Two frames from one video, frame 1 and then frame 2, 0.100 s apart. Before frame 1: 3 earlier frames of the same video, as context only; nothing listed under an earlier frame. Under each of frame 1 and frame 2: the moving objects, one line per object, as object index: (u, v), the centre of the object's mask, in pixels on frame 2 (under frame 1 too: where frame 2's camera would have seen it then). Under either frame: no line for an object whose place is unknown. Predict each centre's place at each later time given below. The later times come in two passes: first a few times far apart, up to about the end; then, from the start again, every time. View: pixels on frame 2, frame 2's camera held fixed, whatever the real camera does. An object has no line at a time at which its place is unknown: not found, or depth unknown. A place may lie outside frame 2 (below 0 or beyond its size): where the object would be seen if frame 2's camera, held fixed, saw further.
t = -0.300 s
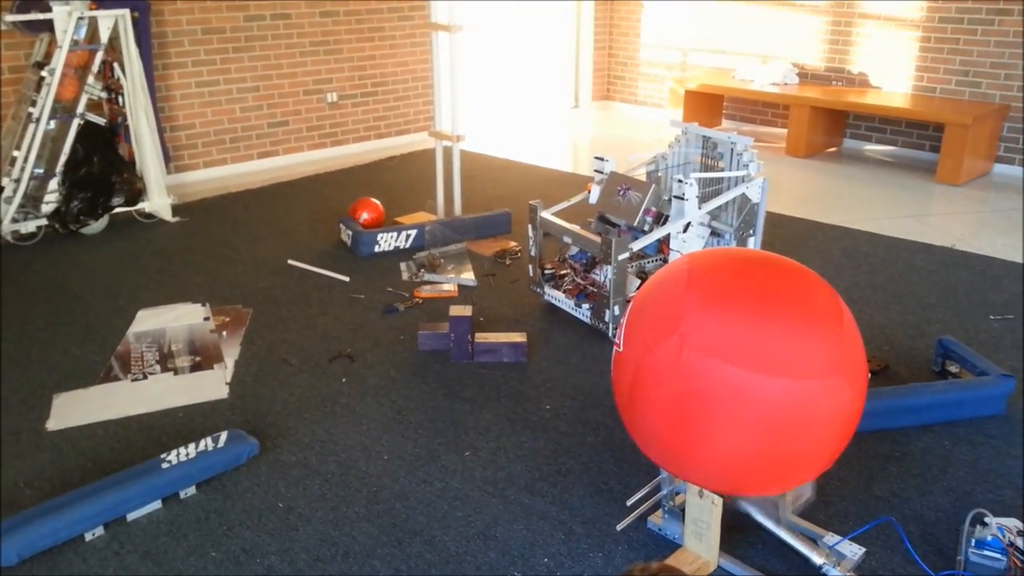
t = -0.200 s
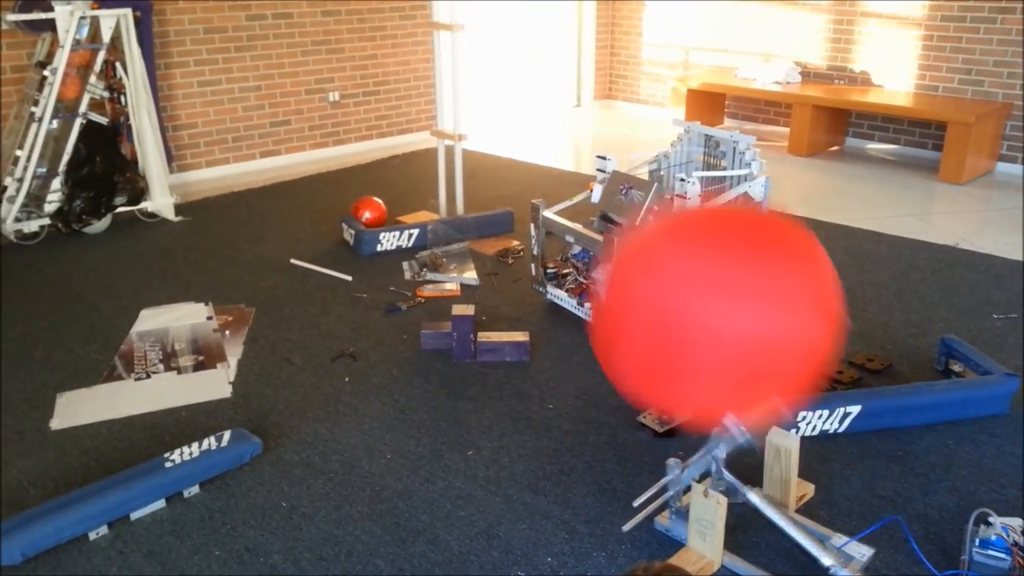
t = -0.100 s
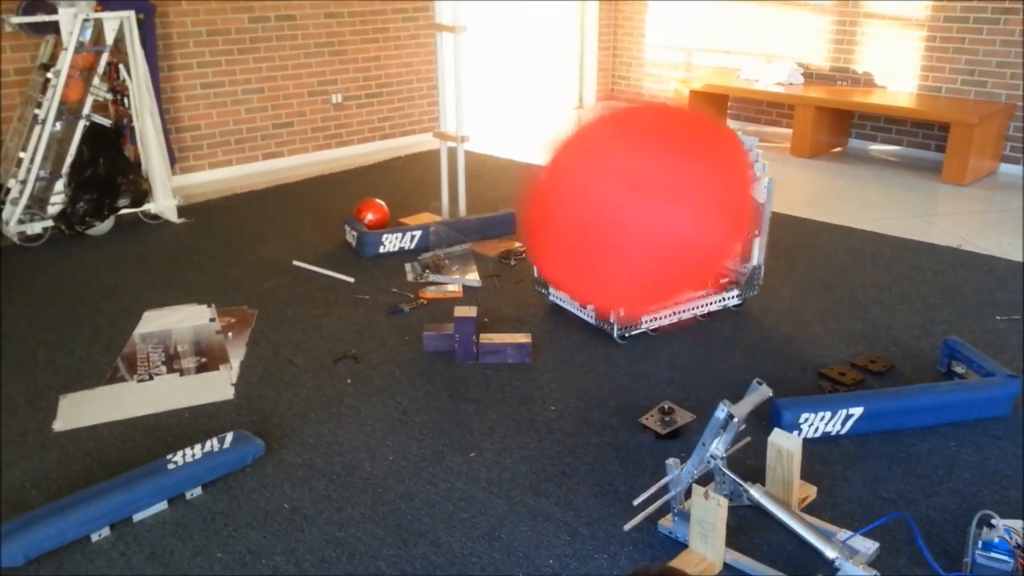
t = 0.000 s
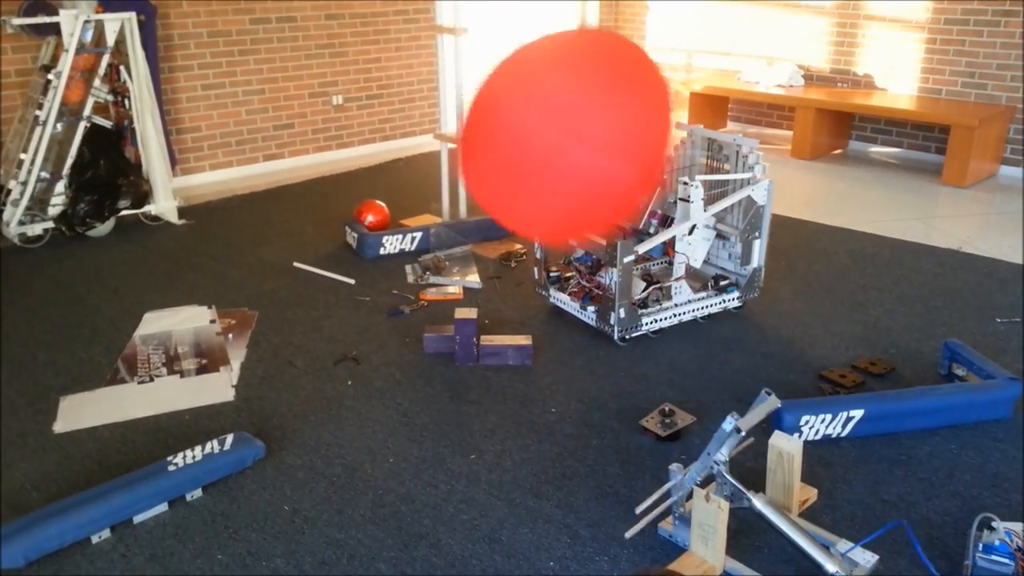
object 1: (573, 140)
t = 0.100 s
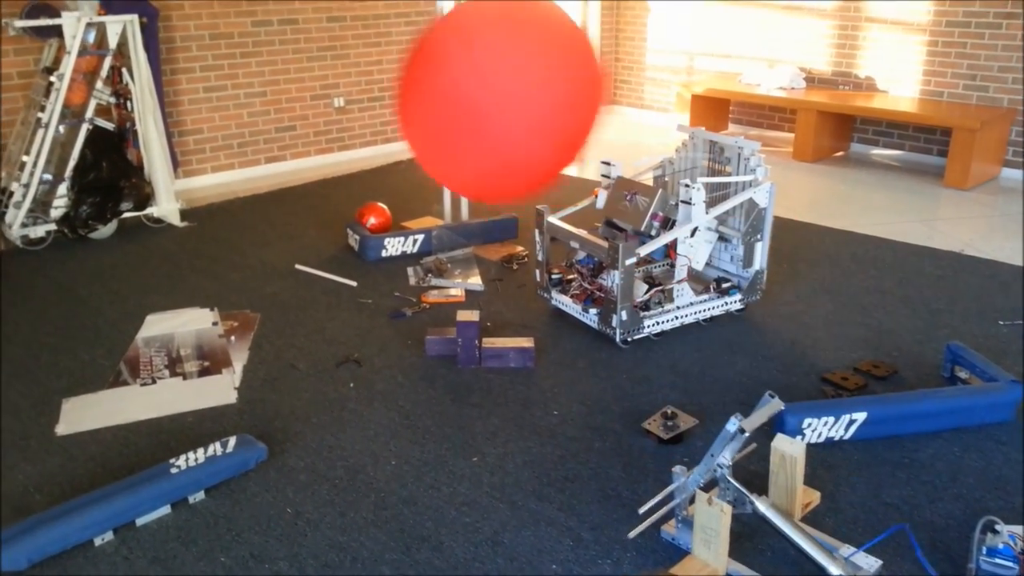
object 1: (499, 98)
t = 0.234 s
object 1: (419, 87)
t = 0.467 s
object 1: (328, 175)
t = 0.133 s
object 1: (477, 92)
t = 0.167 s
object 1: (458, 89)
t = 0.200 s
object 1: (440, 87)
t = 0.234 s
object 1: (419, 87)
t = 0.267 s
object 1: (401, 92)
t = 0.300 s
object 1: (387, 99)
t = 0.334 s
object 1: (373, 110)
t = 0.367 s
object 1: (361, 124)
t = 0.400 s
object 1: (350, 139)
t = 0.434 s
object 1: (339, 155)
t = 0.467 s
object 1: (328, 175)
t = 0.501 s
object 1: (318, 193)
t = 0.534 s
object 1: (309, 214)
